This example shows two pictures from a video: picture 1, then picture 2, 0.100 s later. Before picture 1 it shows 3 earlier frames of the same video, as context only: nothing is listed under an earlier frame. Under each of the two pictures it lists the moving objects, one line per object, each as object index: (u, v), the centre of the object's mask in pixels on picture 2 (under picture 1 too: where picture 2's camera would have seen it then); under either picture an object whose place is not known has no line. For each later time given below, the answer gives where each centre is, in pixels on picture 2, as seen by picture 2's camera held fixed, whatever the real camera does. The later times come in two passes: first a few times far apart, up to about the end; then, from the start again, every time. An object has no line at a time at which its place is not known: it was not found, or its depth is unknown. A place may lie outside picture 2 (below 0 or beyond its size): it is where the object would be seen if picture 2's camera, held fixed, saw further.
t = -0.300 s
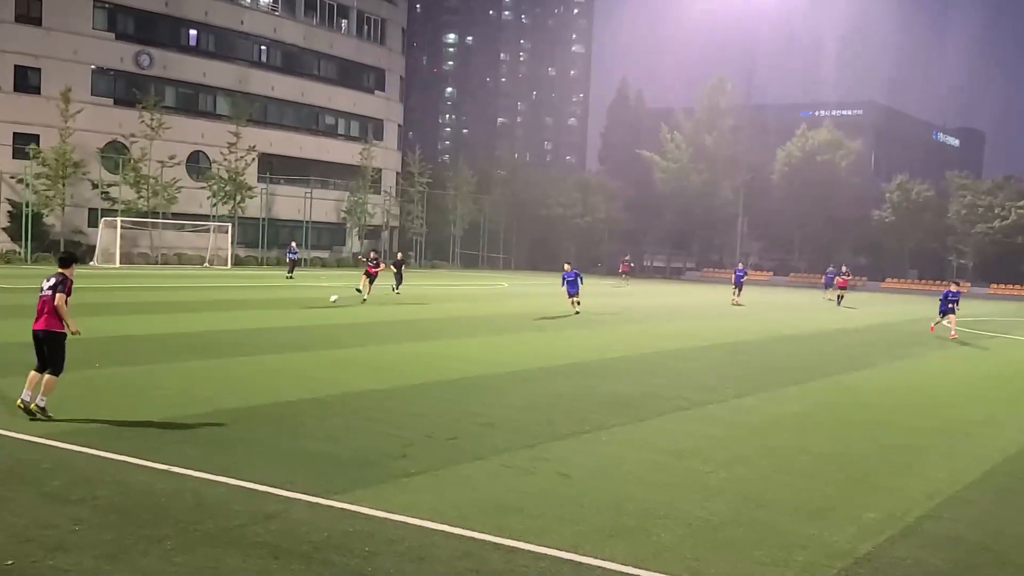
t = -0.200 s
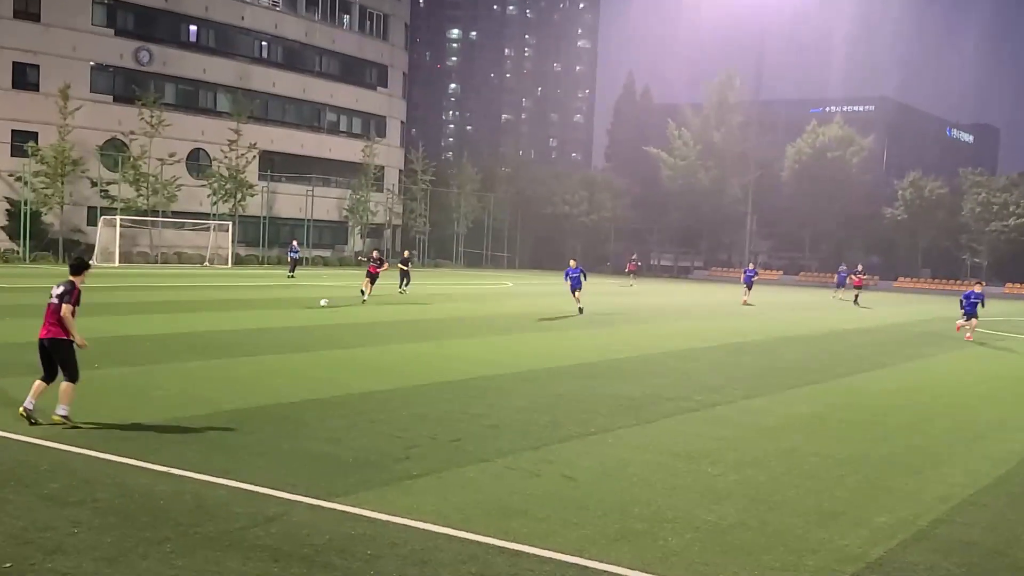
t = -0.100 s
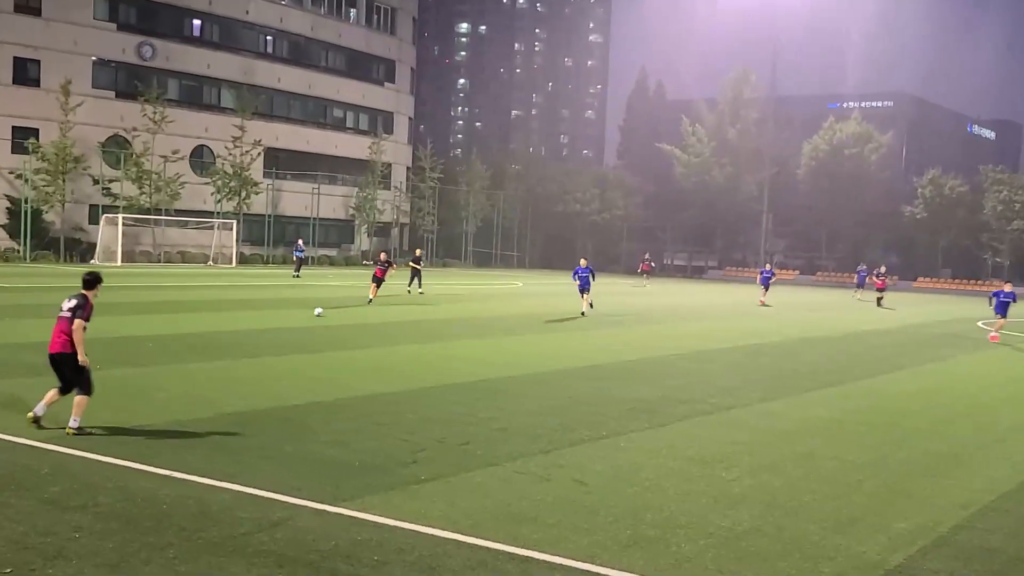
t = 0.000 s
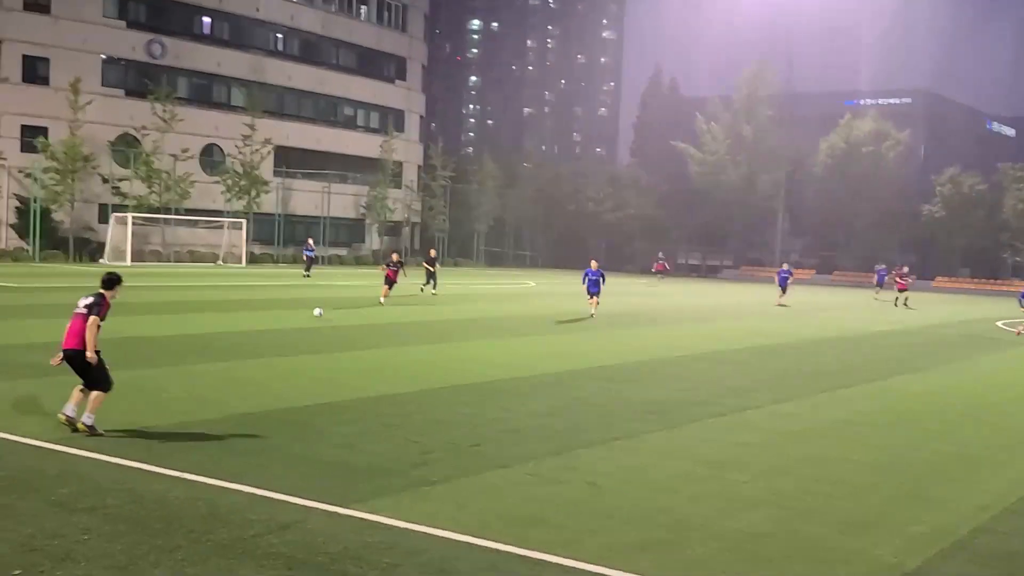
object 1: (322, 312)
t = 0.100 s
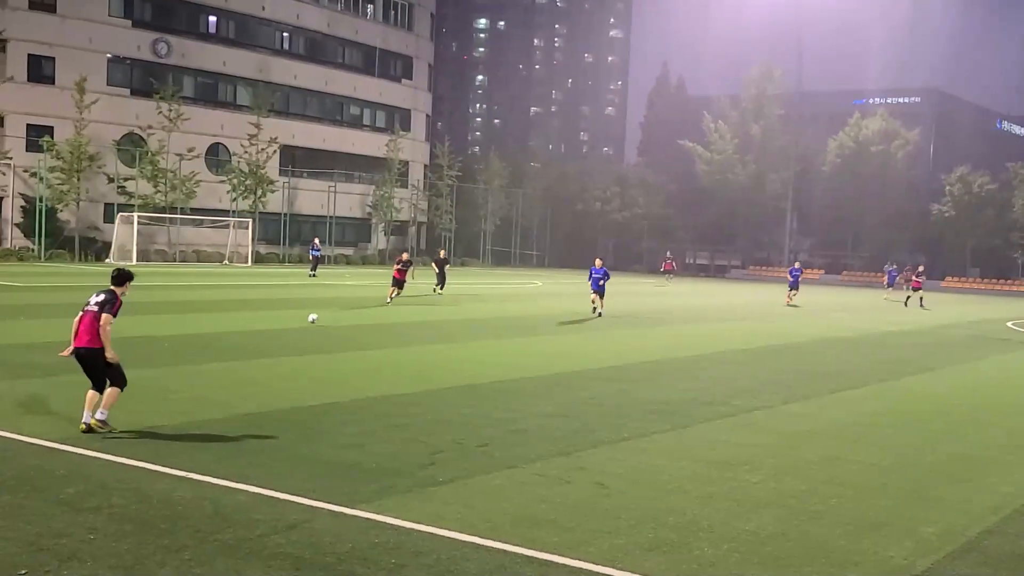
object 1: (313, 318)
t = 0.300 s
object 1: (293, 327)
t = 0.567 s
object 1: (263, 346)
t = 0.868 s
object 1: (228, 368)
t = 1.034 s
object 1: (210, 383)
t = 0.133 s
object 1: (310, 321)
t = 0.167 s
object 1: (307, 324)
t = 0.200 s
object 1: (304, 324)
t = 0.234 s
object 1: (300, 324)
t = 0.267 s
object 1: (297, 325)
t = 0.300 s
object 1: (293, 327)
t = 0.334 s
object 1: (289, 331)
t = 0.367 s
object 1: (286, 334)
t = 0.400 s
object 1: (281, 337)
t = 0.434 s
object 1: (278, 337)
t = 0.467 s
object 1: (274, 338)
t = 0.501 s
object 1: (271, 341)
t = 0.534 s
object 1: (267, 343)
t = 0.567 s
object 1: (263, 346)
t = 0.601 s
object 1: (259, 350)
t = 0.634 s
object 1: (255, 352)
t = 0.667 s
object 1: (252, 353)
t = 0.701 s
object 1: (248, 354)
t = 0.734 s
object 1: (244, 357)
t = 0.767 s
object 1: (240, 361)
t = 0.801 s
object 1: (236, 365)
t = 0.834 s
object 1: (232, 367)
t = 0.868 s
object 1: (228, 368)
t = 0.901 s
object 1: (224, 370)
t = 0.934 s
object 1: (221, 373)
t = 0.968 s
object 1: (217, 378)
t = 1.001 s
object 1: (213, 382)
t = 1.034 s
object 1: (210, 383)
